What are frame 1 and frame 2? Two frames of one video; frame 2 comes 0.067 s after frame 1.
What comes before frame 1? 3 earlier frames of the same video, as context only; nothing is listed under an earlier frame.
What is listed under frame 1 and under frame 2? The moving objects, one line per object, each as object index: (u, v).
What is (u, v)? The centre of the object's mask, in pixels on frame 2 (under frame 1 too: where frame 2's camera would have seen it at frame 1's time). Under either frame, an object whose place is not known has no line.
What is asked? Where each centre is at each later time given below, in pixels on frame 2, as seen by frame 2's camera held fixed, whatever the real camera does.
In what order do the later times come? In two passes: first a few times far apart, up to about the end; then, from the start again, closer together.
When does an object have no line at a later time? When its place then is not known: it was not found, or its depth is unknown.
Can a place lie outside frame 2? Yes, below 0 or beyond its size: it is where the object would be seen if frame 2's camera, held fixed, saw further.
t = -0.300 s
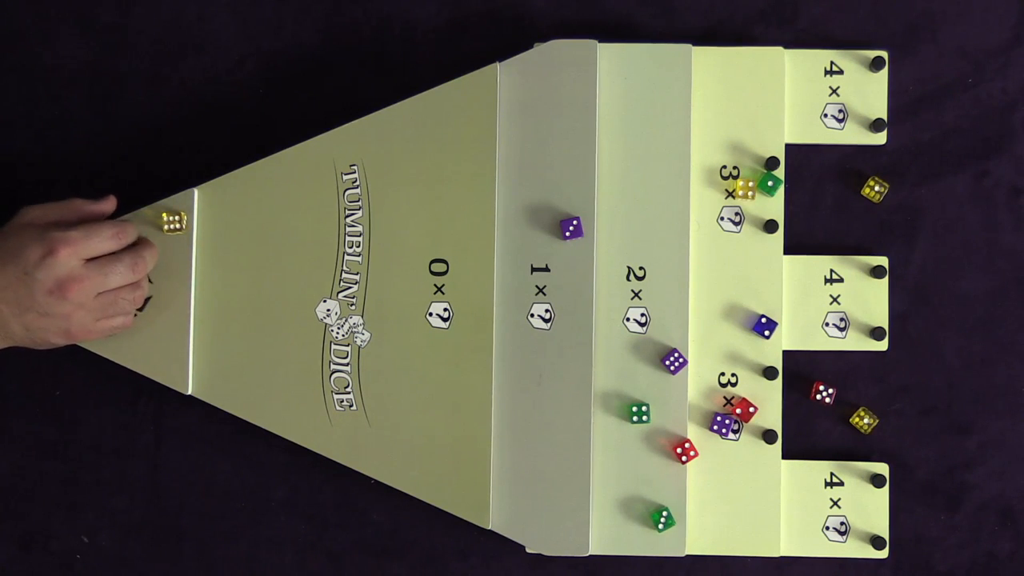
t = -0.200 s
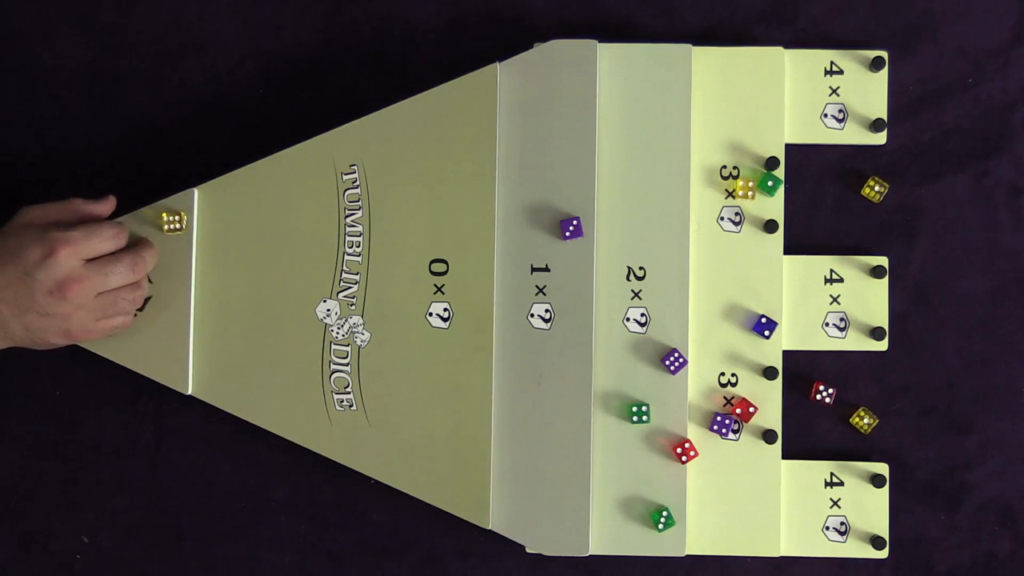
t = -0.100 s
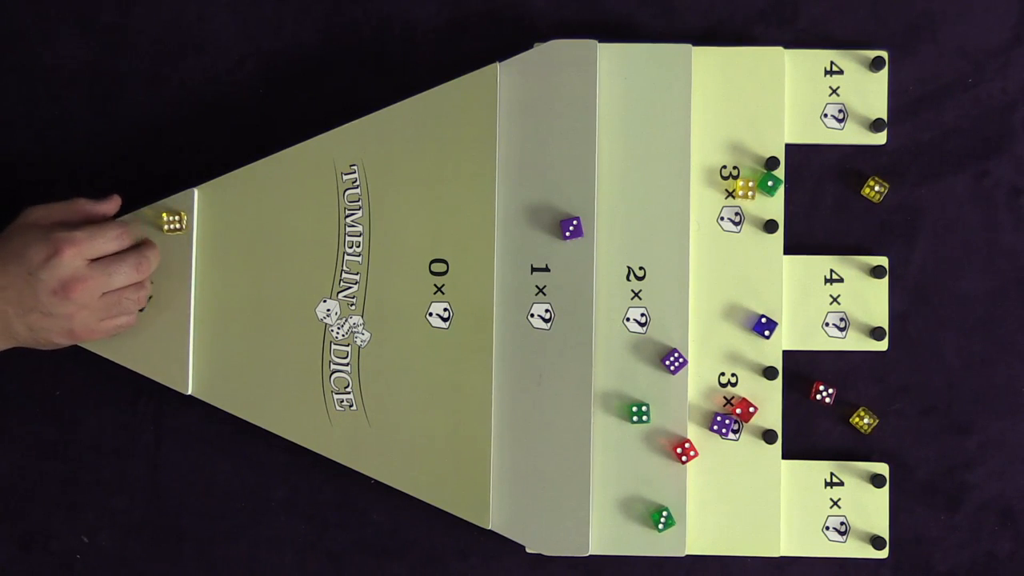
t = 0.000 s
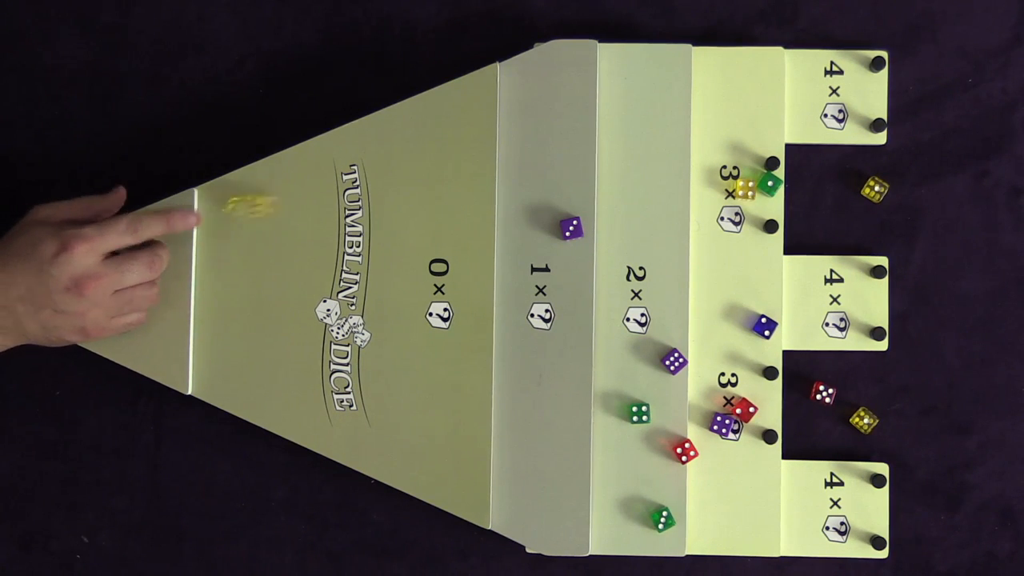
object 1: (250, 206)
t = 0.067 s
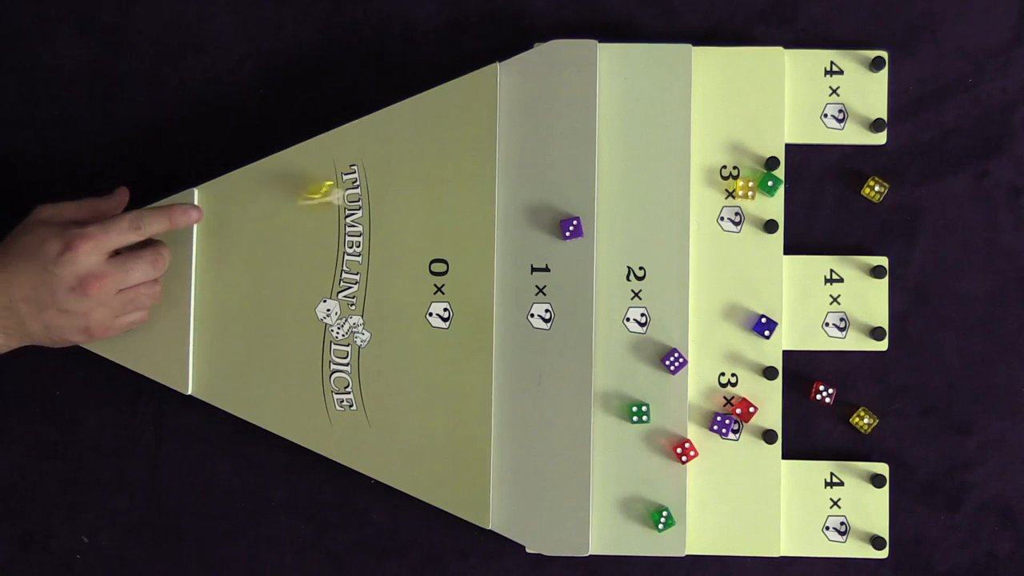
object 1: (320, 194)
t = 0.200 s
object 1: (446, 177)
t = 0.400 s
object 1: (578, 166)
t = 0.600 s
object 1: (644, 173)
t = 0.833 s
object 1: (650, 177)
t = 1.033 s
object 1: (651, 177)
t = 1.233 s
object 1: (650, 177)
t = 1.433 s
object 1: (650, 177)
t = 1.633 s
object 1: (651, 177)
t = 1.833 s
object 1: (650, 177)
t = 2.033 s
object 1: (650, 177)
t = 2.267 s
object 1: (651, 177)
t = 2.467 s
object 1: (650, 177)
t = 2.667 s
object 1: (650, 177)
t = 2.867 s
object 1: (650, 177)
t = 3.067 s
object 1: (650, 177)
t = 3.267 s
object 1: (650, 177)
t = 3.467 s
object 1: (650, 177)
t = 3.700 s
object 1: (650, 177)
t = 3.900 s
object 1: (650, 177)
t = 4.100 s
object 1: (650, 177)
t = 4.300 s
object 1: (650, 177)
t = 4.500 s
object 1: (650, 177)
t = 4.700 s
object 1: (650, 177)
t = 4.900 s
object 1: (650, 177)
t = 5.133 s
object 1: (650, 177)
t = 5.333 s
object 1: (650, 177)
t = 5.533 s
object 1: (650, 177)
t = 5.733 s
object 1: (650, 177)
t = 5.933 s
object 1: (650, 177)
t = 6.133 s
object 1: (650, 177)
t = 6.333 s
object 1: (650, 177)
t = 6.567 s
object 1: (650, 177)
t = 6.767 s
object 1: (650, 177)
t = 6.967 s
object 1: (650, 177)
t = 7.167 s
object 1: (650, 177)
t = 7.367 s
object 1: (650, 177)
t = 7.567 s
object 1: (650, 177)
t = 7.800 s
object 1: (650, 177)
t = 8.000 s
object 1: (650, 177)
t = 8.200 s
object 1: (651, 177)
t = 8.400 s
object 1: (650, 177)
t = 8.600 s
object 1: (650, 177)
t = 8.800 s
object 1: (650, 177)
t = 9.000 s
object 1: (650, 177)
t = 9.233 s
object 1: (650, 177)
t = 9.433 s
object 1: (650, 177)
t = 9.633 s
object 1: (650, 177)
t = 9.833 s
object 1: (650, 177)
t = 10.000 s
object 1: (650, 177)
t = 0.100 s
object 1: (358, 189)
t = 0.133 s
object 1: (388, 185)
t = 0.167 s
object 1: (419, 181)
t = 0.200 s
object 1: (446, 177)
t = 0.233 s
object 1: (472, 173)
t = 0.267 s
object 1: (500, 173)
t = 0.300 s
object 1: (523, 170)
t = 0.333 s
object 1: (544, 169)
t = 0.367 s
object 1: (562, 168)
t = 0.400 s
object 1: (578, 166)
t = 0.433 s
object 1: (594, 167)
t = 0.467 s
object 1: (608, 166)
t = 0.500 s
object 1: (616, 167)
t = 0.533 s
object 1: (627, 169)
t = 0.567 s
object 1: (637, 171)
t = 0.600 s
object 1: (644, 173)
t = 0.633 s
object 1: (648, 175)
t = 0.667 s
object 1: (650, 176)
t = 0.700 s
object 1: (650, 177)
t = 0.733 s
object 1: (650, 177)
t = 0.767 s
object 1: (650, 177)
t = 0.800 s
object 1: (650, 177)
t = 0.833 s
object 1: (650, 177)
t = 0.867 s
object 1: (651, 177)
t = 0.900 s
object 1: (651, 177)
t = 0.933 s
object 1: (651, 177)
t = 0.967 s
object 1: (650, 177)
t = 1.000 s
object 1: (650, 177)
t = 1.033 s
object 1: (651, 177)
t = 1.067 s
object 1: (651, 177)
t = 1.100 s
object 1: (651, 177)
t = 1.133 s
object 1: (650, 177)
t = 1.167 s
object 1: (650, 177)
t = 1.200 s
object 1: (651, 177)
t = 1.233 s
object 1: (650, 177)
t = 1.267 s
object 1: (650, 177)
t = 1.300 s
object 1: (650, 177)
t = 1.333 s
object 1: (650, 177)
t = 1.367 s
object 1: (650, 177)
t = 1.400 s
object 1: (650, 177)
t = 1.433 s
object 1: (650, 177)
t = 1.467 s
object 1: (650, 177)
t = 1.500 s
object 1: (650, 177)
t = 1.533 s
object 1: (650, 177)
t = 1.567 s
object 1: (650, 177)
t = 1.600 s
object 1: (650, 177)
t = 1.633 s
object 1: (651, 177)
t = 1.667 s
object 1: (650, 177)
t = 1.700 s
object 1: (650, 177)
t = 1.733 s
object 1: (650, 177)
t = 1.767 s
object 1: (650, 177)
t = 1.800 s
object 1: (650, 177)
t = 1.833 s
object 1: (650, 177)
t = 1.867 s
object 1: (650, 177)
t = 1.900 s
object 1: (650, 177)
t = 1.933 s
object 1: (650, 177)
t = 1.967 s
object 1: (650, 177)
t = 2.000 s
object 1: (650, 177)
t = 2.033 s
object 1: (650, 177)
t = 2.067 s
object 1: (650, 177)
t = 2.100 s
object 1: (651, 177)
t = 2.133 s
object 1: (651, 177)
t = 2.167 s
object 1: (651, 177)
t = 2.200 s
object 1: (651, 177)
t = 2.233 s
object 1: (651, 177)
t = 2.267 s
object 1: (651, 177)
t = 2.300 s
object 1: (651, 177)
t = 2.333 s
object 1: (650, 177)
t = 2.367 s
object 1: (651, 177)
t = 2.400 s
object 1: (650, 177)
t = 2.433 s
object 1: (651, 177)
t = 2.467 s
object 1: (650, 177)
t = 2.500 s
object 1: (650, 177)
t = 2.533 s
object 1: (650, 177)
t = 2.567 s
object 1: (650, 177)
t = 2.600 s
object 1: (650, 177)
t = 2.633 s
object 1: (650, 177)
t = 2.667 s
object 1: (650, 177)
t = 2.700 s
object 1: (650, 177)
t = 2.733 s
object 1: (650, 177)
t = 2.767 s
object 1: (650, 177)
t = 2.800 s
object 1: (650, 177)
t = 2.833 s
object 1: (650, 177)
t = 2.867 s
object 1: (650, 177)
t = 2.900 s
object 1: (650, 177)
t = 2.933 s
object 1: (650, 177)
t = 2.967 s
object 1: (650, 177)
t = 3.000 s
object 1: (650, 177)
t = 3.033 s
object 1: (650, 177)
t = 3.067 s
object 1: (650, 177)
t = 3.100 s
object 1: (650, 177)
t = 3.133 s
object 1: (650, 177)
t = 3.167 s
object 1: (650, 177)
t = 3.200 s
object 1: (650, 177)
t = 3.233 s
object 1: (650, 177)
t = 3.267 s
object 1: (650, 177)
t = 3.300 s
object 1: (650, 177)
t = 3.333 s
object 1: (650, 177)
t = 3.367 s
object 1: (650, 177)
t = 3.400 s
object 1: (650, 177)
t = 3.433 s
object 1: (650, 177)
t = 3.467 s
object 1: (650, 177)
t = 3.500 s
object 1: (650, 177)
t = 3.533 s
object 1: (650, 177)
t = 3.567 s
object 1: (650, 177)
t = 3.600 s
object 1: (650, 177)
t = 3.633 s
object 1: (650, 177)
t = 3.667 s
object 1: (650, 177)
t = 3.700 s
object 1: (650, 177)
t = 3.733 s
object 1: (650, 177)
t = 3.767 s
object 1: (650, 177)
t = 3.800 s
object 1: (650, 177)
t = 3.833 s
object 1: (650, 177)
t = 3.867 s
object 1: (650, 177)
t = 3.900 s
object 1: (650, 177)
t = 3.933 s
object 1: (650, 177)
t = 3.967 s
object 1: (650, 177)
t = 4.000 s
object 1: (650, 177)
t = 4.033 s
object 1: (650, 177)
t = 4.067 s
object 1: (650, 177)
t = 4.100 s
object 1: (650, 177)
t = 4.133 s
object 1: (650, 177)
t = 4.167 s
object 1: (650, 177)
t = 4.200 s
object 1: (650, 177)
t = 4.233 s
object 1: (650, 177)
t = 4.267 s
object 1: (650, 177)
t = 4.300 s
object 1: (650, 177)
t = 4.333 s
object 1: (650, 177)
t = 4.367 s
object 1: (650, 177)
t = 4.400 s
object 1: (650, 177)
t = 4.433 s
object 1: (650, 177)
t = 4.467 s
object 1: (650, 177)
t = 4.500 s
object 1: (650, 177)
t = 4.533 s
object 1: (650, 177)
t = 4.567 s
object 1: (650, 177)
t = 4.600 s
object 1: (650, 177)
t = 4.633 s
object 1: (650, 177)
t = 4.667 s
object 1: (650, 177)
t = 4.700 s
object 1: (650, 177)
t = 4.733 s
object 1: (650, 177)
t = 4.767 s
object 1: (650, 177)
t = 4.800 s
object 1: (650, 177)
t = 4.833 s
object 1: (650, 177)
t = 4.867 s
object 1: (650, 177)
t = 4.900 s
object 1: (650, 177)
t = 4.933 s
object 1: (650, 177)
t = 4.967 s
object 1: (650, 177)
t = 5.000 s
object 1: (650, 177)
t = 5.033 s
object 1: (650, 177)
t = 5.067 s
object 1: (650, 177)
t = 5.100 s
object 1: (650, 177)
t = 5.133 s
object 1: (650, 177)
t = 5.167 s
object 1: (650, 177)
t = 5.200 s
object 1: (650, 177)
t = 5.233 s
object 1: (650, 177)
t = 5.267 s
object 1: (650, 177)
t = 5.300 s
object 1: (650, 177)
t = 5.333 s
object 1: (650, 177)
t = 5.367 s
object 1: (650, 177)
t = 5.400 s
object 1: (650, 177)
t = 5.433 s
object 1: (650, 177)
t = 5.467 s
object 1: (650, 177)
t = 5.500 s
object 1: (650, 177)
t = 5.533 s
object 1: (650, 177)
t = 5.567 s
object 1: (650, 177)
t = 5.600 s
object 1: (650, 177)
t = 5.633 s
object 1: (650, 177)
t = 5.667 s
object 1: (650, 177)
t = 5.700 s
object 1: (650, 177)
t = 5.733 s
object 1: (650, 177)
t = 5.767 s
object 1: (650, 177)
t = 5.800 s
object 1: (650, 177)
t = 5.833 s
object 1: (650, 177)
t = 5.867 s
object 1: (650, 177)
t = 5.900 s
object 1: (650, 177)
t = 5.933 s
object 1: (650, 177)
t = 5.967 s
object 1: (650, 177)
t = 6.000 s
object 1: (650, 177)
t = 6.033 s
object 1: (650, 177)
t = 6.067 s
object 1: (650, 177)
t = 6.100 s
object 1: (650, 177)
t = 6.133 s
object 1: (650, 177)
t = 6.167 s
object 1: (650, 177)
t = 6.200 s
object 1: (650, 177)
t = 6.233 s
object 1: (650, 177)
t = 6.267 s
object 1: (650, 177)
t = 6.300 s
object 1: (650, 177)
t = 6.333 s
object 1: (650, 177)
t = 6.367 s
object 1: (650, 177)
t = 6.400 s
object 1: (650, 177)
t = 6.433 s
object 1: (650, 177)
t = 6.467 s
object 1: (650, 177)
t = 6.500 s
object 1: (650, 177)
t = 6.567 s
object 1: (650, 177)
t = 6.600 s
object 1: (650, 177)
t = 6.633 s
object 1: (650, 177)
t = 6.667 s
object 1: (650, 177)
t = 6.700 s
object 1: (650, 177)
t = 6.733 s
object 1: (650, 177)
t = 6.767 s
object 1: (650, 177)
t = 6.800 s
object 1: (650, 177)
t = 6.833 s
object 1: (650, 177)
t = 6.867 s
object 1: (650, 177)
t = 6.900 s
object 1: (650, 177)
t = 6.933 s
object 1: (650, 177)
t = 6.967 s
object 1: (650, 177)
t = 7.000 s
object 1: (650, 177)
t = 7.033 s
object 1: (650, 177)
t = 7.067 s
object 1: (650, 177)
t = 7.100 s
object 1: (650, 177)
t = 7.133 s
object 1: (650, 177)
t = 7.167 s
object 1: (650, 177)
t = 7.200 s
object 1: (650, 177)
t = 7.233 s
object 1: (650, 177)
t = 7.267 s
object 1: (650, 177)
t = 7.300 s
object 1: (650, 177)
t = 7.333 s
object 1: (650, 177)
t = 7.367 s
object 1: (650, 177)
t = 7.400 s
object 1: (650, 177)
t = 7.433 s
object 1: (650, 177)
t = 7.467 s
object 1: (650, 177)
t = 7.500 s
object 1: (650, 177)
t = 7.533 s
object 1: (650, 177)
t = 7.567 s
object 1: (650, 177)
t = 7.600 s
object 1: (650, 177)
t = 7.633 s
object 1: (650, 177)
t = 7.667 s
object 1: (650, 177)
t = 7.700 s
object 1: (650, 177)
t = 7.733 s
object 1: (650, 177)
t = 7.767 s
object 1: (650, 177)
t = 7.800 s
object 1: (650, 177)
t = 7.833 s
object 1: (650, 177)
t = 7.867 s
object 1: (650, 177)
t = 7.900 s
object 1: (650, 177)
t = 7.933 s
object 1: (650, 177)
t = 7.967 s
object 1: (650, 177)
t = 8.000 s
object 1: (650, 177)
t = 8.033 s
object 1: (650, 177)
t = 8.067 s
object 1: (650, 177)
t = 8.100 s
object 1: (651, 177)
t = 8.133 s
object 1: (651, 177)
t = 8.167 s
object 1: (651, 177)
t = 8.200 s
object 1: (651, 177)
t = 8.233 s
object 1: (651, 177)
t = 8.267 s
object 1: (651, 177)
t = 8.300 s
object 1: (651, 177)
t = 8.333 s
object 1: (650, 177)
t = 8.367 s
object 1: (650, 177)
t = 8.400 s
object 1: (650, 177)
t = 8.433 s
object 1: (650, 177)
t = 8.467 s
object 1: (650, 177)
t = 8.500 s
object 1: (650, 177)
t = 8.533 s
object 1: (650, 177)
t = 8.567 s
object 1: (650, 177)
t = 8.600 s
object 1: (650, 177)
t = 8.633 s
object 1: (651, 177)
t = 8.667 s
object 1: (650, 177)
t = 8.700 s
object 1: (650, 177)
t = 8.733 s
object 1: (650, 177)
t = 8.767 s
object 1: (650, 177)
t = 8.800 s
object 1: (650, 177)
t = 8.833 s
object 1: (650, 177)
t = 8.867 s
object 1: (650, 177)
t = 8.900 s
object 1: (650, 177)
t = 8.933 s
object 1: (650, 177)
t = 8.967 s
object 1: (650, 177)
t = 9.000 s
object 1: (650, 177)
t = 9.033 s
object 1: (650, 177)
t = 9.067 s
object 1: (650, 177)
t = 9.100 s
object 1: (650, 177)
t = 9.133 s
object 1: (650, 177)
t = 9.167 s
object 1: (650, 177)
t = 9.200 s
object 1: (650, 177)
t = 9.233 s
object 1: (650, 177)
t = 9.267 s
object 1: (650, 177)
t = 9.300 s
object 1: (650, 177)
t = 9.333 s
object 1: (650, 177)
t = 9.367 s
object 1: (650, 177)
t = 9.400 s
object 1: (650, 177)
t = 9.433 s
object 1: (650, 177)
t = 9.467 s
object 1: (650, 177)
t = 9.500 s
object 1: (650, 177)
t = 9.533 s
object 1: (650, 177)
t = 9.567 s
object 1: (650, 177)
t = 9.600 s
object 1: (650, 177)
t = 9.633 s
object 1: (650, 177)
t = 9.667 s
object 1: (650, 177)
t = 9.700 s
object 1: (650, 177)
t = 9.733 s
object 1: (650, 177)
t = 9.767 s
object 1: (650, 177)
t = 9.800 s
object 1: (650, 177)
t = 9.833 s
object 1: (650, 177)
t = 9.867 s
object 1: (650, 177)
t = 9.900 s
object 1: (650, 177)
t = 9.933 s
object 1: (650, 177)
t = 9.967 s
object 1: (650, 177)
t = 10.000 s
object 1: (650, 177)
